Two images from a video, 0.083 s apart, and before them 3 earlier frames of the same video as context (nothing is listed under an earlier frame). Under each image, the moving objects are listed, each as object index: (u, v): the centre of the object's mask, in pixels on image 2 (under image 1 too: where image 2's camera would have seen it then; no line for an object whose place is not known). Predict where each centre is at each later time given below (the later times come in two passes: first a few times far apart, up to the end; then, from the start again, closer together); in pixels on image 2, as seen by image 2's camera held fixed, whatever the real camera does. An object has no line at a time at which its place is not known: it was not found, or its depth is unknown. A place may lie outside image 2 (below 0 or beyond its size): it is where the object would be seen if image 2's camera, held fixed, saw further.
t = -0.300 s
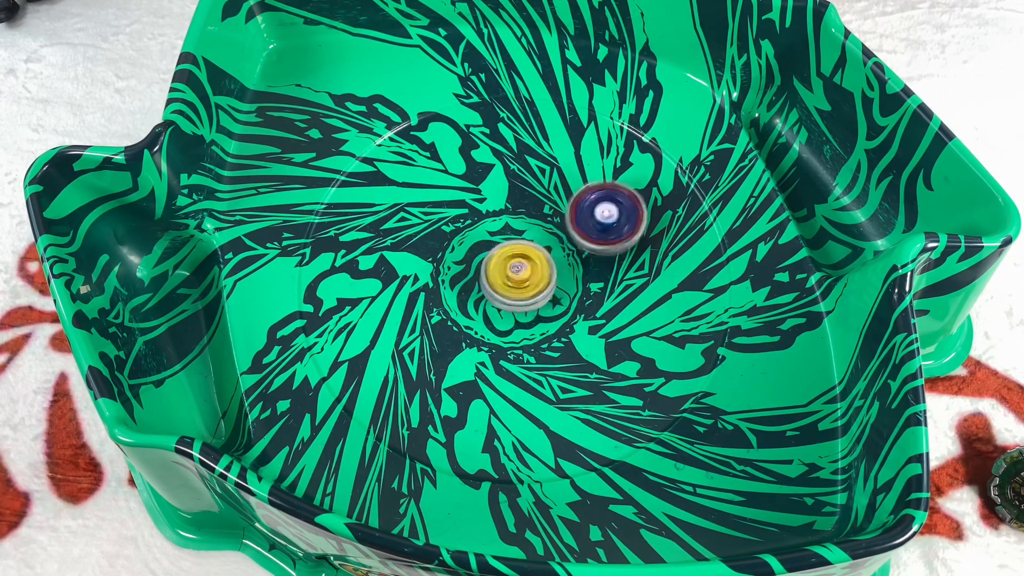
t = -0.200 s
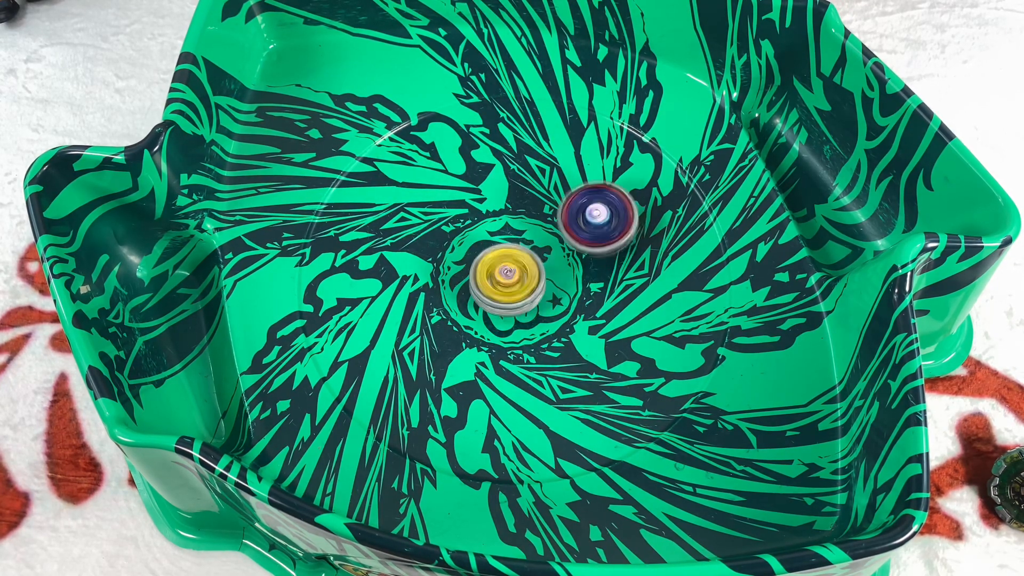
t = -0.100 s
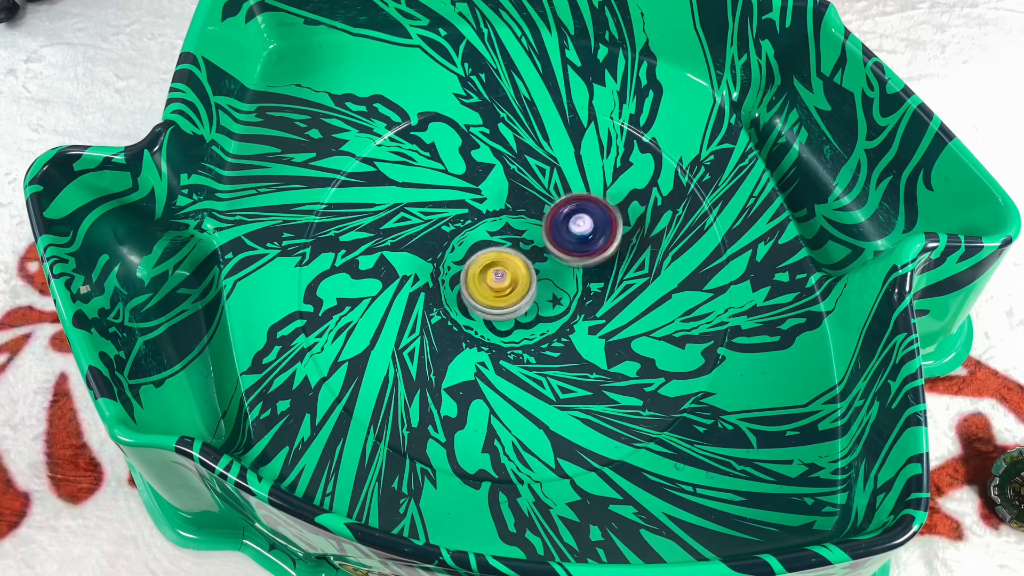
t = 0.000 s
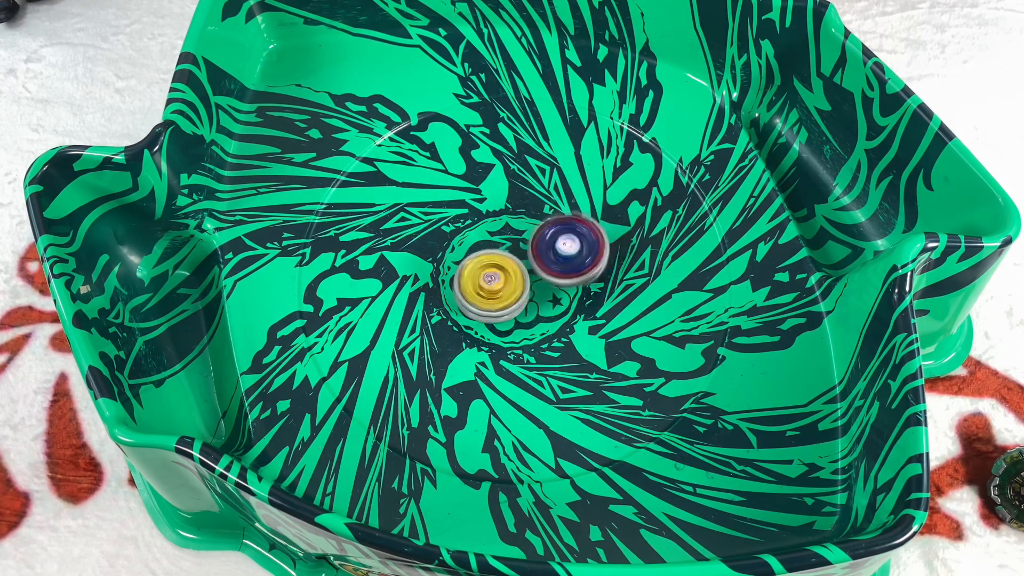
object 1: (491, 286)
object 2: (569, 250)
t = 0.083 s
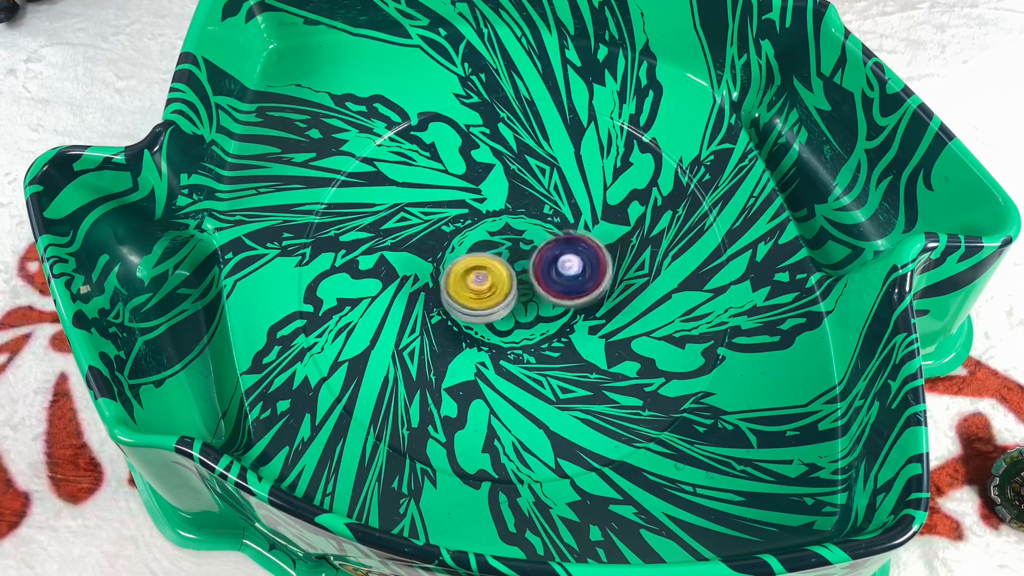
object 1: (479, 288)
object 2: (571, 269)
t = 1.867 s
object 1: (584, 247)
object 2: (474, 302)
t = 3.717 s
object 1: (494, 286)
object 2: (544, 222)
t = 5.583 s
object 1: (524, 246)
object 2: (483, 317)
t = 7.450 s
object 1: (564, 256)
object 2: (494, 191)
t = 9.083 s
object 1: (440, 296)
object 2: (513, 250)
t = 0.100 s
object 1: (477, 289)
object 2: (573, 273)
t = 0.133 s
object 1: (471, 290)
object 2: (577, 279)
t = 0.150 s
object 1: (467, 291)
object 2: (580, 282)
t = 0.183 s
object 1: (463, 291)
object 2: (586, 286)
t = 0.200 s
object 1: (459, 291)
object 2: (588, 287)
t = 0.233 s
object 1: (454, 291)
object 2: (591, 290)
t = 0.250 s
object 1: (452, 291)
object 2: (593, 291)
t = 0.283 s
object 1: (446, 291)
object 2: (595, 292)
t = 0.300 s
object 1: (445, 291)
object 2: (596, 292)
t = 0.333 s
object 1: (440, 291)
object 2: (596, 293)
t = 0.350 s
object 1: (438, 290)
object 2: (596, 293)
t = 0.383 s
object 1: (435, 290)
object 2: (595, 292)
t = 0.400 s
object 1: (433, 289)
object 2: (594, 292)
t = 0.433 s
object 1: (431, 288)
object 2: (592, 291)
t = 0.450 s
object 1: (430, 287)
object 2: (590, 291)
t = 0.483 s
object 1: (429, 286)
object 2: (587, 291)
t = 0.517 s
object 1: (427, 284)
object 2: (583, 291)
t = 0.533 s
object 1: (428, 283)
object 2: (581, 292)
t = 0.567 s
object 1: (428, 282)
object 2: (576, 293)
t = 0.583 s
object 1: (428, 280)
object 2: (573, 293)
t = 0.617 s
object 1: (430, 278)
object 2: (568, 293)
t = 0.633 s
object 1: (431, 278)
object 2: (564, 294)
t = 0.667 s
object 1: (433, 275)
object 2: (558, 295)
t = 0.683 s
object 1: (435, 274)
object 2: (555, 295)
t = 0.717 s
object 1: (437, 272)
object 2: (550, 297)
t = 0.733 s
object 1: (440, 270)
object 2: (547, 298)
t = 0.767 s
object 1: (443, 269)
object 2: (541, 300)
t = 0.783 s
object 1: (445, 267)
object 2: (539, 301)
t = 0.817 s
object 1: (450, 265)
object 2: (534, 304)
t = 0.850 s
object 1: (454, 262)
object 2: (528, 307)
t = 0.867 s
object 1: (457, 261)
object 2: (526, 308)
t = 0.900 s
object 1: (461, 259)
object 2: (522, 310)
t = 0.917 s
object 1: (464, 257)
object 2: (520, 311)
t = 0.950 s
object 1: (468, 253)
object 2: (519, 316)
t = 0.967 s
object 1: (469, 249)
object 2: (520, 321)
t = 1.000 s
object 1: (473, 246)
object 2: (523, 329)
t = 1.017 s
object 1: (474, 244)
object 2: (525, 333)
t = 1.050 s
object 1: (477, 239)
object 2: (529, 338)
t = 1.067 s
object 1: (479, 237)
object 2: (531, 340)
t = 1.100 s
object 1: (482, 234)
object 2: (537, 342)
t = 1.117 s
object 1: (485, 232)
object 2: (539, 343)
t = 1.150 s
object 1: (489, 229)
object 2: (543, 343)
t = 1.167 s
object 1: (491, 228)
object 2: (545, 342)
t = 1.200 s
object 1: (497, 225)
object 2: (548, 340)
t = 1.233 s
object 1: (501, 223)
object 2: (550, 337)
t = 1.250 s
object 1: (504, 222)
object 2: (551, 335)
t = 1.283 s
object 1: (509, 221)
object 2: (553, 330)
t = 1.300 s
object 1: (511, 220)
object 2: (552, 327)
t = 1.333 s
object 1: (517, 220)
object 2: (551, 322)
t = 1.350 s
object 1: (520, 220)
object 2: (550, 319)
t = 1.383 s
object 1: (525, 219)
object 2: (547, 312)
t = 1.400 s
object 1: (528, 220)
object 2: (544, 310)
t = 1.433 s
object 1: (532, 220)
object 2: (540, 304)
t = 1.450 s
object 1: (535, 220)
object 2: (537, 302)
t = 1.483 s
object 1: (540, 222)
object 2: (531, 296)
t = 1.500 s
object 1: (542, 223)
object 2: (528, 295)
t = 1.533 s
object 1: (548, 224)
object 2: (520, 291)
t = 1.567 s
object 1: (553, 225)
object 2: (511, 289)
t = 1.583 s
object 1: (556, 225)
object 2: (507, 290)
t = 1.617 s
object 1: (560, 228)
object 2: (499, 291)
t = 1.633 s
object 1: (562, 228)
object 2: (495, 292)
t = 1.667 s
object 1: (568, 230)
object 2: (489, 294)
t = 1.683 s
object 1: (569, 231)
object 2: (486, 296)
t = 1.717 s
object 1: (573, 232)
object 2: (481, 298)
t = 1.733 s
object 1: (575, 234)
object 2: (479, 298)
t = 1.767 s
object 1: (577, 237)
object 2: (476, 300)
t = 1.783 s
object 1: (579, 238)
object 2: (475, 301)
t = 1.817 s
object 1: (582, 243)
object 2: (474, 302)
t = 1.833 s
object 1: (582, 244)
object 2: (473, 302)
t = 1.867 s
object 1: (584, 247)
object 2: (474, 302)
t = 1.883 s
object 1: (585, 250)
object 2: (474, 302)
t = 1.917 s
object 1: (584, 253)
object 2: (474, 302)
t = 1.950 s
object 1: (585, 258)
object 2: (475, 301)
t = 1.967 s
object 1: (584, 260)
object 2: (475, 301)
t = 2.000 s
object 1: (583, 263)
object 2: (476, 299)
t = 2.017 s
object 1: (583, 266)
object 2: (476, 298)
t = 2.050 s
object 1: (580, 271)
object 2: (477, 295)
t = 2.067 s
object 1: (579, 272)
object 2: (478, 294)
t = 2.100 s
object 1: (577, 276)
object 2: (479, 291)
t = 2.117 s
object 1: (575, 278)
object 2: (480, 289)
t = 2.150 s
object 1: (573, 281)
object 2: (482, 286)
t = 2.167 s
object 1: (571, 283)
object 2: (484, 284)
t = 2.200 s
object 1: (567, 286)
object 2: (485, 280)
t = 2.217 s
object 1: (567, 288)
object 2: (484, 278)
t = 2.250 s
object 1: (563, 292)
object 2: (482, 274)
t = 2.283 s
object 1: (561, 294)
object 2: (479, 270)
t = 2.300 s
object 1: (560, 296)
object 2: (478, 269)
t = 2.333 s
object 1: (554, 299)
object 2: (476, 265)
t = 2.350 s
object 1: (553, 300)
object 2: (475, 263)
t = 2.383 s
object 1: (549, 302)
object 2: (474, 260)
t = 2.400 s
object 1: (546, 304)
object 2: (474, 259)
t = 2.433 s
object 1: (543, 304)
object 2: (474, 256)
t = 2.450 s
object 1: (541, 305)
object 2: (473, 254)
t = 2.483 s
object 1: (535, 306)
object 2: (473, 252)
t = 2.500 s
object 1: (533, 306)
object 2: (473, 251)
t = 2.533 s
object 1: (528, 308)
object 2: (474, 249)
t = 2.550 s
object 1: (525, 307)
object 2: (474, 248)
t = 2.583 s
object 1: (523, 311)
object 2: (472, 243)
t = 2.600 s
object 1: (521, 313)
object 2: (471, 241)
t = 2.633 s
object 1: (519, 314)
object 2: (470, 237)
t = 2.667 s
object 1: (516, 317)
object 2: (469, 233)
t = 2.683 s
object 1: (514, 318)
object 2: (468, 232)
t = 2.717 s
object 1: (512, 318)
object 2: (467, 228)
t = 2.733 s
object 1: (511, 320)
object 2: (467, 228)
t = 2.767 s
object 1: (506, 320)
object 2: (467, 225)
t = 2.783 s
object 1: (505, 320)
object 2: (467, 224)
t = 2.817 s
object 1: (503, 321)
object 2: (468, 223)
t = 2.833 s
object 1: (500, 320)
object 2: (468, 223)
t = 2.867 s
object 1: (498, 319)
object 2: (469, 223)
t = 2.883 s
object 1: (497, 319)
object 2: (469, 222)
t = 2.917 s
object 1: (493, 317)
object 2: (470, 223)
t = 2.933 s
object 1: (493, 316)
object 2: (471, 223)
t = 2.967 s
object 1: (491, 315)
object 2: (473, 223)
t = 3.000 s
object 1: (488, 311)
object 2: (476, 223)
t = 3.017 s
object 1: (488, 310)
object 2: (478, 223)
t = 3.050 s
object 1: (486, 308)
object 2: (481, 224)
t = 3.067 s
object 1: (484, 306)
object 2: (482, 225)
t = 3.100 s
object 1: (484, 302)
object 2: (486, 227)
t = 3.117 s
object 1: (484, 301)
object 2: (488, 227)
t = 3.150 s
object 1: (480, 305)
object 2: (494, 223)
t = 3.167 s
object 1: (480, 305)
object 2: (496, 221)
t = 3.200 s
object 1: (479, 307)
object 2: (500, 217)
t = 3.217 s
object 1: (479, 307)
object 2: (502, 215)
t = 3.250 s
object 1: (479, 307)
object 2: (506, 212)
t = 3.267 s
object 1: (479, 307)
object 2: (508, 211)
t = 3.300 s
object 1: (478, 307)
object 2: (511, 209)
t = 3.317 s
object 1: (478, 307)
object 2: (512, 208)
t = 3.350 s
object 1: (479, 307)
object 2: (516, 206)
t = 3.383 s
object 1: (479, 305)
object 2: (519, 206)
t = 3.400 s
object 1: (480, 305)
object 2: (521, 205)
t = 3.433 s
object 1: (481, 304)
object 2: (524, 206)
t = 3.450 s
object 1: (481, 303)
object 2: (524, 206)
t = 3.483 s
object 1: (483, 301)
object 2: (527, 207)
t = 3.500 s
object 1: (484, 301)
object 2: (528, 208)
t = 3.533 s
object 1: (484, 298)
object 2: (530, 210)
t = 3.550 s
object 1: (486, 296)
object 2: (531, 211)
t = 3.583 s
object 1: (488, 295)
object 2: (533, 213)
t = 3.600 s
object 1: (488, 294)
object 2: (533, 215)
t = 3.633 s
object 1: (491, 290)
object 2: (535, 217)
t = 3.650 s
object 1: (493, 289)
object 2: (536, 219)
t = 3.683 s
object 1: (494, 288)
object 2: (538, 222)
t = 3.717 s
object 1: (494, 286)
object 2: (544, 222)
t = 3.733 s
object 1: (494, 286)
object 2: (550, 221)
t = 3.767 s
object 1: (494, 284)
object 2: (558, 216)
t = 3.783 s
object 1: (495, 282)
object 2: (562, 213)
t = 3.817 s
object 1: (498, 280)
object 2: (569, 211)
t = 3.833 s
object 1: (499, 280)
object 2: (572, 209)
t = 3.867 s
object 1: (499, 277)
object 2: (577, 205)
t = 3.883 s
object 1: (501, 275)
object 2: (579, 203)
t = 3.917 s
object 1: (504, 274)
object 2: (580, 200)
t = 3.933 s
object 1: (505, 273)
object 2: (581, 199)
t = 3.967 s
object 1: (506, 270)
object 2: (581, 198)
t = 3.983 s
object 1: (509, 269)
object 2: (580, 197)
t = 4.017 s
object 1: (511, 268)
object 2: (579, 197)
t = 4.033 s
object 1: (511, 268)
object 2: (578, 197)
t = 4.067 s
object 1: (514, 265)
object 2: (576, 198)
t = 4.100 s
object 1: (518, 264)
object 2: (573, 199)
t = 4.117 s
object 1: (518, 264)
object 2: (571, 200)
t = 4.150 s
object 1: (521, 262)
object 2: (569, 203)
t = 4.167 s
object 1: (518, 264)
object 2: (570, 203)
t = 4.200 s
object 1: (514, 268)
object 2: (572, 205)
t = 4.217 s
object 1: (513, 269)
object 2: (571, 207)
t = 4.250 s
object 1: (510, 271)
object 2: (572, 211)
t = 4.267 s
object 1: (509, 273)
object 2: (572, 212)
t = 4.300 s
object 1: (505, 276)
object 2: (572, 217)
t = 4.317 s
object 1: (503, 277)
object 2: (571, 218)
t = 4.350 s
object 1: (501, 278)
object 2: (571, 223)
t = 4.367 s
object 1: (500, 279)
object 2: (570, 226)
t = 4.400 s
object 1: (496, 281)
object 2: (569, 231)
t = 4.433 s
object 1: (491, 282)
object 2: (567, 237)
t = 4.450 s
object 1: (489, 282)
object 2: (566, 241)
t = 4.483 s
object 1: (486, 282)
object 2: (564, 248)
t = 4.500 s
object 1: (484, 283)
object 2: (563, 252)
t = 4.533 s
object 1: (480, 282)
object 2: (561, 259)
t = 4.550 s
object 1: (478, 282)
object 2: (561, 263)
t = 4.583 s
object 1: (474, 281)
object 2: (560, 270)
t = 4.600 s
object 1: (472, 280)
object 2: (559, 274)
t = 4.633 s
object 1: (470, 279)
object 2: (560, 282)
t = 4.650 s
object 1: (468, 278)
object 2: (560, 285)
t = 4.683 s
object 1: (465, 276)
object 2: (561, 292)
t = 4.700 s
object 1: (464, 275)
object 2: (561, 295)
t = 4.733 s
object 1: (463, 273)
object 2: (560, 301)
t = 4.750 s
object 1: (462, 272)
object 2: (561, 304)
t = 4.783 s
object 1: (460, 269)
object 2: (560, 309)
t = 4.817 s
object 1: (460, 266)
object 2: (560, 314)
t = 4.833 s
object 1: (461, 266)
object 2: (559, 316)
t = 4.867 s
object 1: (460, 264)
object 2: (559, 320)
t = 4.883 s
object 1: (460, 262)
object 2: (558, 322)
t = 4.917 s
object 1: (462, 259)
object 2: (557, 325)
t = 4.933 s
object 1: (463, 259)
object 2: (557, 326)
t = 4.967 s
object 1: (463, 257)
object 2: (555, 327)
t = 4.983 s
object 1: (464, 255)
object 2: (555, 328)
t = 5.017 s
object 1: (468, 253)
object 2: (553, 328)
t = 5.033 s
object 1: (469, 253)
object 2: (552, 328)
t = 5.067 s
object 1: (470, 252)
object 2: (549, 328)
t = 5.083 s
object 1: (472, 251)
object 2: (548, 328)
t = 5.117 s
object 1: (477, 250)
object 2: (545, 327)
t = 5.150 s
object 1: (479, 250)
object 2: (542, 325)
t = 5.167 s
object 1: (480, 250)
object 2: (540, 325)
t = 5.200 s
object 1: (484, 249)
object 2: (537, 323)
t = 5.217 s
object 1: (487, 249)
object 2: (534, 322)
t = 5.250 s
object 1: (490, 251)
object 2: (530, 319)
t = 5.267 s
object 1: (491, 250)
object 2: (527, 318)
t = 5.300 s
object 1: (494, 248)
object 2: (521, 317)
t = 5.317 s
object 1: (497, 247)
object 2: (519, 318)
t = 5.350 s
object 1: (500, 246)
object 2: (515, 318)
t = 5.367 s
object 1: (501, 246)
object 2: (512, 318)
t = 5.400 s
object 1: (502, 246)
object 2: (507, 318)
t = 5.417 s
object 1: (504, 245)
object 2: (505, 317)
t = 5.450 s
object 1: (508, 245)
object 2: (500, 316)
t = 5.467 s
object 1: (510, 245)
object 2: (498, 316)
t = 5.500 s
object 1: (514, 246)
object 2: (494, 315)
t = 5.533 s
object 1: (518, 246)
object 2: (489, 317)
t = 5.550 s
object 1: (520, 246)
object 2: (487, 317)
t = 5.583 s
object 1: (524, 246)
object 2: (483, 317)
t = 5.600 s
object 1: (525, 246)
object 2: (482, 318)
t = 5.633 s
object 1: (527, 247)
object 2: (478, 318)
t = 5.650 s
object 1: (529, 247)
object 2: (478, 317)
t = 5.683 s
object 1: (533, 247)
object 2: (475, 317)
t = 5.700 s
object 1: (535, 249)
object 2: (474, 316)
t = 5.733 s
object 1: (537, 251)
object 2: (472, 315)
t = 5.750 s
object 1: (538, 252)
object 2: (471, 314)
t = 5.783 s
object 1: (540, 253)
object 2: (469, 311)
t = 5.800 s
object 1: (541, 254)
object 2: (469, 310)
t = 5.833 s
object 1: (543, 258)
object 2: (468, 308)
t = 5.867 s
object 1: (543, 260)
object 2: (468, 304)
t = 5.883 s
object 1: (543, 261)
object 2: (468, 302)
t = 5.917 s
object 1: (544, 263)
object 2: (468, 298)
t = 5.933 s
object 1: (544, 265)
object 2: (468, 296)
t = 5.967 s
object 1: (546, 268)
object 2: (464, 291)
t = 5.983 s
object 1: (547, 270)
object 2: (458, 290)
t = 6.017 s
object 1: (549, 274)
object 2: (444, 287)
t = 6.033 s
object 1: (549, 276)
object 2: (438, 287)
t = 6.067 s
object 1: (549, 277)
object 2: (425, 287)
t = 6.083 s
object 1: (549, 277)
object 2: (420, 286)
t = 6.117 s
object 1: (551, 279)
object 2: (411, 288)
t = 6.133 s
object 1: (552, 281)
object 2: (407, 288)
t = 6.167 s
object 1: (551, 285)
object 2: (401, 290)
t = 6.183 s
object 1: (550, 286)
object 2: (398, 290)
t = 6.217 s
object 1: (548, 287)
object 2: (394, 292)
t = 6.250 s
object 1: (547, 287)
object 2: (393, 294)
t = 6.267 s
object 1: (547, 288)
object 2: (392, 295)
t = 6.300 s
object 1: (545, 289)
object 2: (393, 297)
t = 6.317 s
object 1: (543, 290)
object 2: (393, 297)
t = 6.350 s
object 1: (539, 290)
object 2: (395, 299)
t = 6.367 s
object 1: (538, 290)
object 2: (397, 299)
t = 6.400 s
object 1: (535, 290)
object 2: (402, 299)
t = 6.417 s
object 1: (534, 290)
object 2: (406, 299)
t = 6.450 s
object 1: (532, 289)
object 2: (413, 298)
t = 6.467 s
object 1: (531, 288)
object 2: (417, 297)
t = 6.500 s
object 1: (529, 288)
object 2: (426, 295)
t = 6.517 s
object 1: (528, 287)
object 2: (430, 294)
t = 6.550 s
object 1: (526, 284)
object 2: (441, 288)
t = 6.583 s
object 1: (534, 282)
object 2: (442, 281)
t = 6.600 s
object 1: (542, 280)
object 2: (440, 278)
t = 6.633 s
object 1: (553, 278)
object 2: (436, 271)
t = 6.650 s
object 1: (556, 277)
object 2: (435, 268)
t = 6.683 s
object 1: (560, 272)
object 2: (432, 261)
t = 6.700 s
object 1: (562, 271)
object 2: (431, 258)
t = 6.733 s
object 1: (564, 267)
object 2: (431, 252)
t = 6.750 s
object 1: (565, 266)
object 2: (430, 250)
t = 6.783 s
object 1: (565, 263)
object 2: (429, 245)
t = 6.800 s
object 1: (566, 261)
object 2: (429, 242)
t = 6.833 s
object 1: (567, 258)
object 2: (429, 238)
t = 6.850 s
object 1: (568, 257)
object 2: (430, 236)
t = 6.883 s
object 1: (569, 256)
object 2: (432, 232)
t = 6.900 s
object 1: (569, 255)
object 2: (432, 230)
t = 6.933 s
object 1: (569, 253)
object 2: (434, 227)
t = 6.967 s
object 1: (570, 250)
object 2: (437, 224)
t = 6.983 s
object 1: (572, 249)
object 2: (439, 223)
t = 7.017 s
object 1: (574, 248)
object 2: (443, 221)
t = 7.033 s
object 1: (574, 247)
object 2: (445, 220)
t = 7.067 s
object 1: (574, 246)
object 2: (450, 218)
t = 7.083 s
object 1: (574, 246)
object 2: (453, 217)
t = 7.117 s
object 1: (575, 244)
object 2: (458, 215)
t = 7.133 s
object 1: (575, 244)
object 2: (460, 215)
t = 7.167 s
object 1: (575, 245)
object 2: (466, 213)
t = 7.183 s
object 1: (574, 245)
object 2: (470, 212)
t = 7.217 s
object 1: (572, 245)
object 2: (475, 211)
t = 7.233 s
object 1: (571, 244)
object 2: (479, 210)
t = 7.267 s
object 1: (571, 243)
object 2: (485, 208)
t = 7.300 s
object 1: (570, 244)
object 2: (491, 208)
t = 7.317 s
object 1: (569, 244)
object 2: (495, 207)
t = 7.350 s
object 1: (568, 246)
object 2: (498, 204)
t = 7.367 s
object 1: (568, 249)
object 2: (498, 201)
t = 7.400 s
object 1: (566, 252)
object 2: (496, 197)
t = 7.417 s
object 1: (565, 254)
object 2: (496, 195)
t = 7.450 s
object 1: (564, 256)
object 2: (494, 191)
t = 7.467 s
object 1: (564, 256)
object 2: (494, 190)
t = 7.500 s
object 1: (563, 258)
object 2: (492, 188)
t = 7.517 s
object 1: (563, 258)
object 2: (492, 188)
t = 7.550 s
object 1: (562, 260)
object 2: (491, 188)
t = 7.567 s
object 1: (561, 261)
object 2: (490, 188)
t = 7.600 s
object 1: (559, 264)
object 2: (489, 189)
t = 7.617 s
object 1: (557, 265)
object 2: (489, 190)
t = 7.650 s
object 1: (554, 267)
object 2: (488, 192)
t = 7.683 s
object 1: (551, 270)
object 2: (489, 196)
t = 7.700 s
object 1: (550, 271)
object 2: (489, 197)
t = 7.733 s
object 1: (547, 275)
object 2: (491, 202)
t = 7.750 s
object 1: (546, 277)
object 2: (492, 204)
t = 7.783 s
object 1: (542, 281)
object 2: (494, 210)
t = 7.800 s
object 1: (541, 284)
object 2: (495, 213)
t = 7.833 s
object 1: (538, 288)
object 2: (499, 219)
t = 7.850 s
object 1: (537, 290)
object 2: (502, 223)
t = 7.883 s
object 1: (537, 298)
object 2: (507, 227)
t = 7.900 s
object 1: (536, 302)
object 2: (510, 230)
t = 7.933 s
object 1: (536, 312)
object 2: (517, 234)
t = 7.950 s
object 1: (537, 315)
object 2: (522, 236)
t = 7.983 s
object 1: (537, 322)
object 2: (530, 238)
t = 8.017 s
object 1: (539, 328)
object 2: (537, 240)
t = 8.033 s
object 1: (539, 330)
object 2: (540, 241)
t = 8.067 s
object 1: (540, 334)
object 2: (546, 242)
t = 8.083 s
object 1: (541, 336)
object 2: (549, 242)
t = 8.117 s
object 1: (541, 339)
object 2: (554, 243)
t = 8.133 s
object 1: (541, 339)
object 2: (556, 243)
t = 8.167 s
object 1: (542, 340)
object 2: (560, 244)
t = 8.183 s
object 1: (542, 340)
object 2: (562, 244)
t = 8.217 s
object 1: (542, 339)
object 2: (566, 246)
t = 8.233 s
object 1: (542, 338)
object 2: (567, 246)
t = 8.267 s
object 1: (544, 337)
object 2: (569, 247)
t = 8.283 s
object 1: (545, 337)
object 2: (571, 248)
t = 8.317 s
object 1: (545, 338)
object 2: (572, 248)
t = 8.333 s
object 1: (545, 338)
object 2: (573, 249)
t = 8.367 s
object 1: (545, 338)
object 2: (573, 250)
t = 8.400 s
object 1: (544, 337)
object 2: (574, 251)
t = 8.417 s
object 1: (543, 336)
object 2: (573, 252)
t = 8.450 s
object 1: (543, 333)
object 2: (573, 253)
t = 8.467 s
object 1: (542, 331)
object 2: (572, 254)
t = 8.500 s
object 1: (540, 327)
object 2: (571, 256)
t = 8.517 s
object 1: (537, 326)
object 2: (571, 256)
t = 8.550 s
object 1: (524, 329)
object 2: (578, 250)
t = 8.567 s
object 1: (517, 330)
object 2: (578, 248)
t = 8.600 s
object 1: (506, 329)
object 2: (580, 243)
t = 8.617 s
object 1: (500, 329)
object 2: (580, 241)
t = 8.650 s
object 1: (488, 327)
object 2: (580, 236)
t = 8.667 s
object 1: (484, 327)
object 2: (579, 234)
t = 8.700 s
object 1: (475, 324)
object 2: (577, 230)
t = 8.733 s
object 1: (468, 322)
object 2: (574, 227)
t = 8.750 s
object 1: (464, 321)
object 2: (571, 226)
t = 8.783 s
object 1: (458, 319)
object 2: (567, 223)
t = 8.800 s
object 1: (456, 318)
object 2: (565, 223)
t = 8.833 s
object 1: (451, 317)
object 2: (559, 223)
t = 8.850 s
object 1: (449, 316)
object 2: (556, 223)
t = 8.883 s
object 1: (446, 314)
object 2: (549, 224)
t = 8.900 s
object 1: (444, 313)
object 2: (546, 225)
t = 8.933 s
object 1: (442, 311)
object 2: (540, 227)
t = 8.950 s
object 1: (442, 309)
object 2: (536, 228)
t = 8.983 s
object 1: (441, 307)
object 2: (530, 233)
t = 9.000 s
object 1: (440, 305)
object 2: (527, 235)
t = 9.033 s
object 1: (440, 302)
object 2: (520, 241)
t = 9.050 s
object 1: (439, 300)
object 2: (518, 243)
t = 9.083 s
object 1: (440, 296)
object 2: (513, 250)
